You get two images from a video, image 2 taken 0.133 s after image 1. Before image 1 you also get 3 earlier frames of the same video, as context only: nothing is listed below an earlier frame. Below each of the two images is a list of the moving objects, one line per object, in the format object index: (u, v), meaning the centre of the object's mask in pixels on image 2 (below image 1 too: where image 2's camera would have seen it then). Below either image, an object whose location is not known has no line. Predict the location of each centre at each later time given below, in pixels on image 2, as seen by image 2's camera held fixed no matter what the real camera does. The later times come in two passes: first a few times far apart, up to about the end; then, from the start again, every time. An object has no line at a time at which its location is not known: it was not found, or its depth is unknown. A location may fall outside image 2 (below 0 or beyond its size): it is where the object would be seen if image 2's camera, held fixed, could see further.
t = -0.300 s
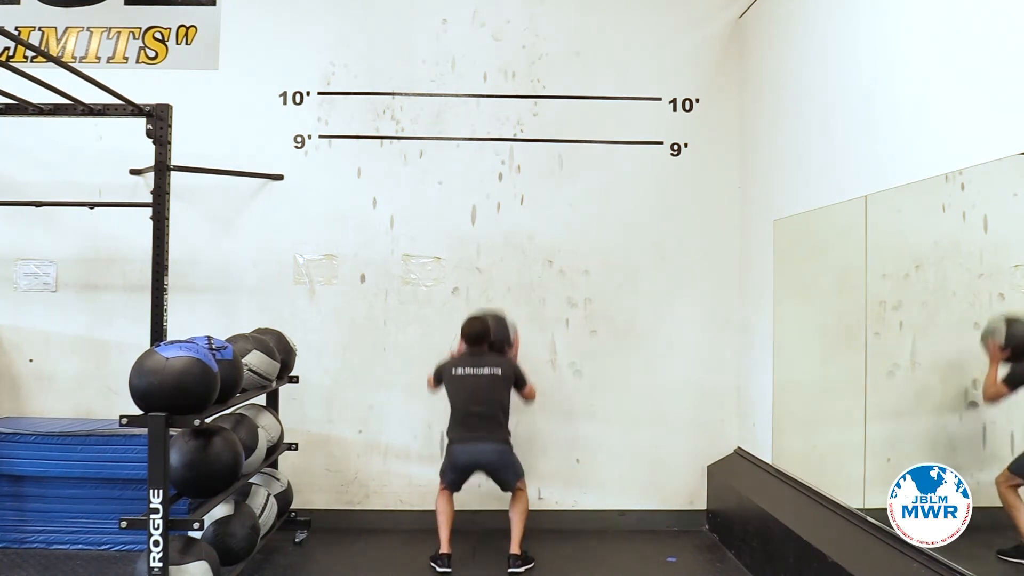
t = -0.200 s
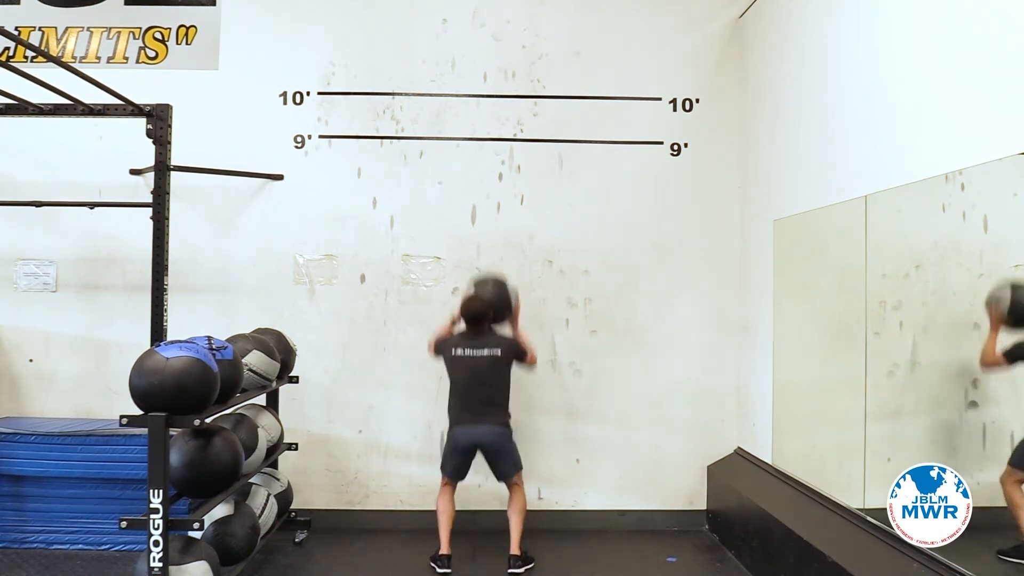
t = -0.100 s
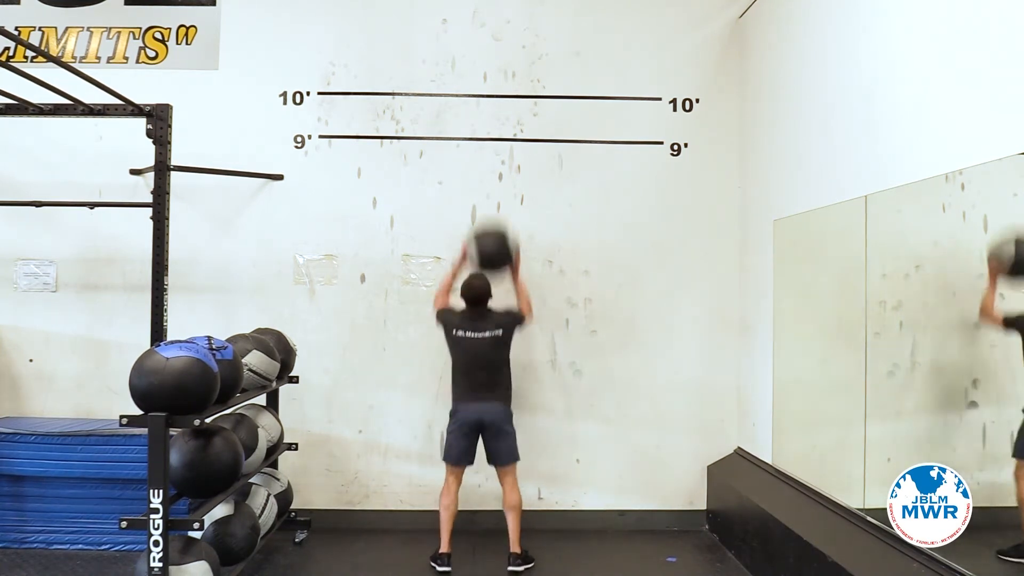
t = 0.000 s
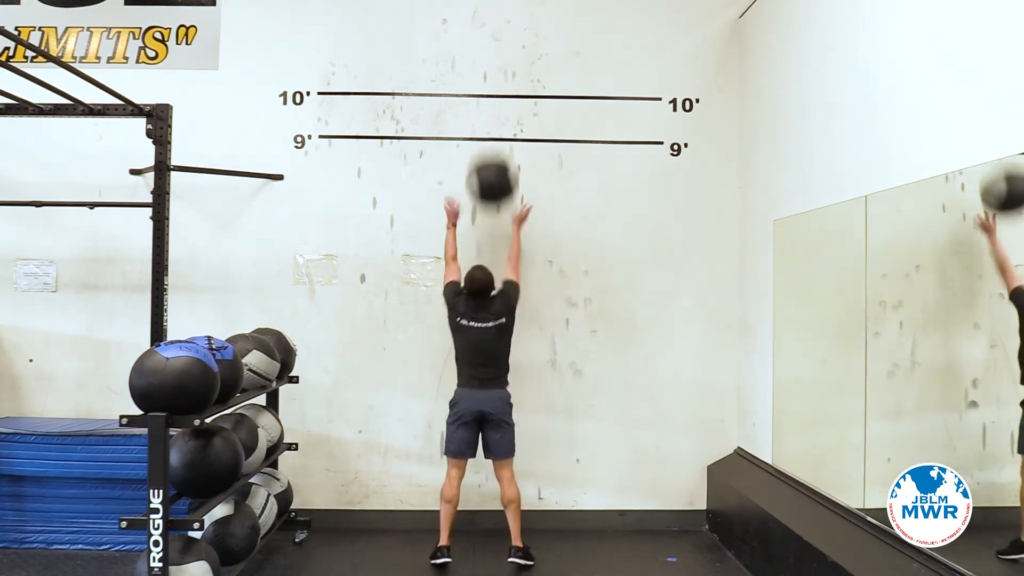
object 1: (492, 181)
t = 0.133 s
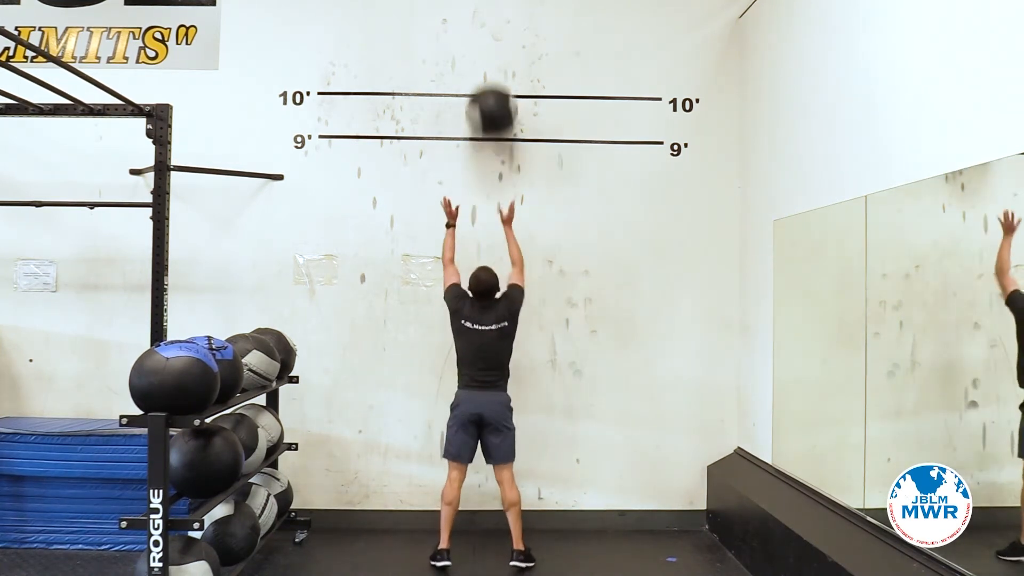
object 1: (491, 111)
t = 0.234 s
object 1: (490, 78)
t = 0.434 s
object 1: (491, 57)
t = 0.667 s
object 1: (491, 103)
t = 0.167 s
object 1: (491, 98)
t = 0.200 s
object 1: (491, 86)
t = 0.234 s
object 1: (490, 78)
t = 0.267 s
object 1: (490, 71)
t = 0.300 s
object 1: (490, 65)
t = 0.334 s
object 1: (490, 61)
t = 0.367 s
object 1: (491, 58)
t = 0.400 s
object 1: (491, 57)
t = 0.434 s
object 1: (491, 57)
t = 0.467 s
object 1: (491, 59)
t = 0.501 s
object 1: (491, 62)
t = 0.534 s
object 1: (491, 66)
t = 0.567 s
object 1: (491, 73)
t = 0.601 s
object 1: (491, 81)
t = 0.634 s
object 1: (491, 92)
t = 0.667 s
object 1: (491, 103)
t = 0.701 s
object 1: (492, 118)
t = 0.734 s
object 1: (491, 134)
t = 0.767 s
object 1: (491, 152)
